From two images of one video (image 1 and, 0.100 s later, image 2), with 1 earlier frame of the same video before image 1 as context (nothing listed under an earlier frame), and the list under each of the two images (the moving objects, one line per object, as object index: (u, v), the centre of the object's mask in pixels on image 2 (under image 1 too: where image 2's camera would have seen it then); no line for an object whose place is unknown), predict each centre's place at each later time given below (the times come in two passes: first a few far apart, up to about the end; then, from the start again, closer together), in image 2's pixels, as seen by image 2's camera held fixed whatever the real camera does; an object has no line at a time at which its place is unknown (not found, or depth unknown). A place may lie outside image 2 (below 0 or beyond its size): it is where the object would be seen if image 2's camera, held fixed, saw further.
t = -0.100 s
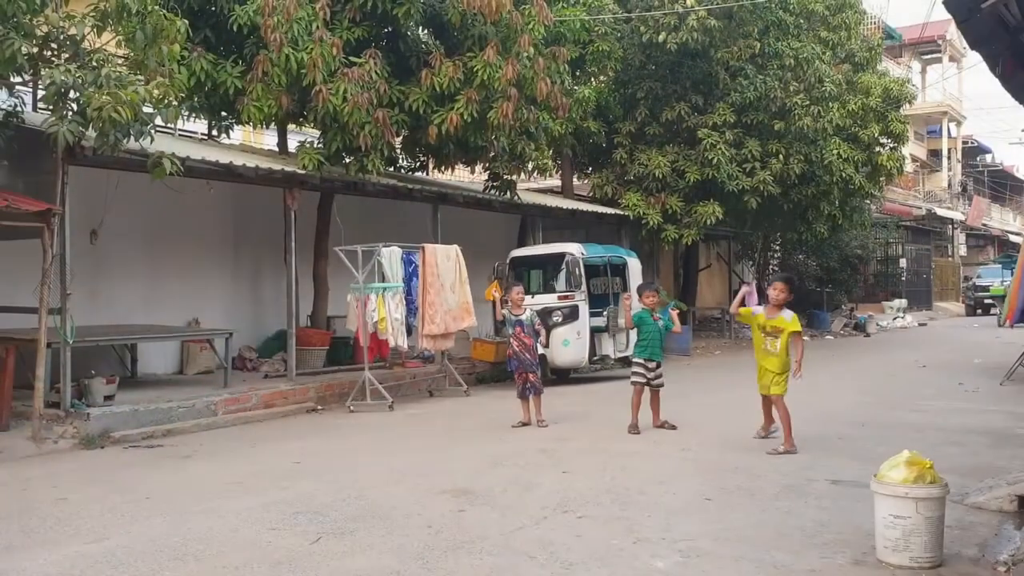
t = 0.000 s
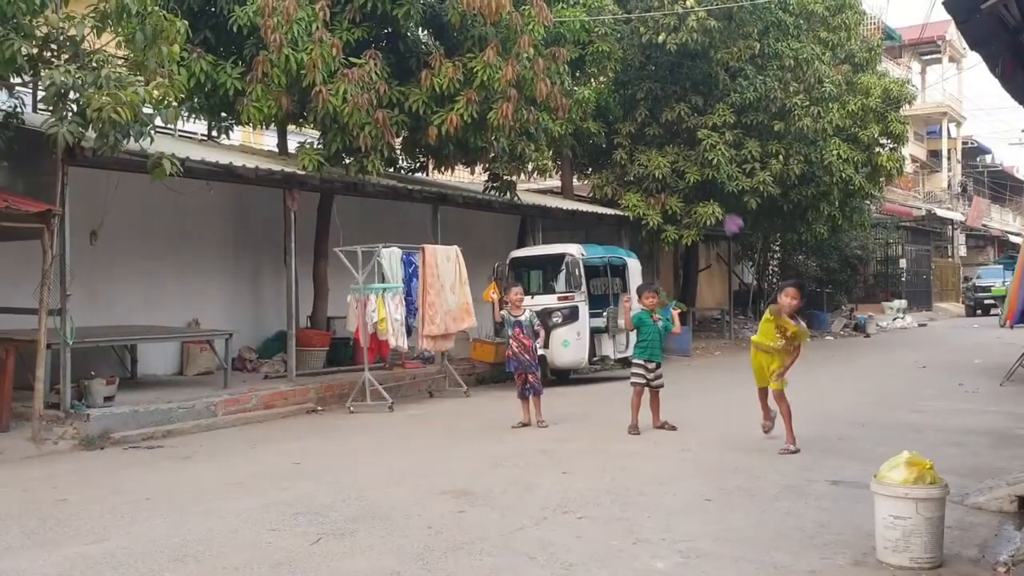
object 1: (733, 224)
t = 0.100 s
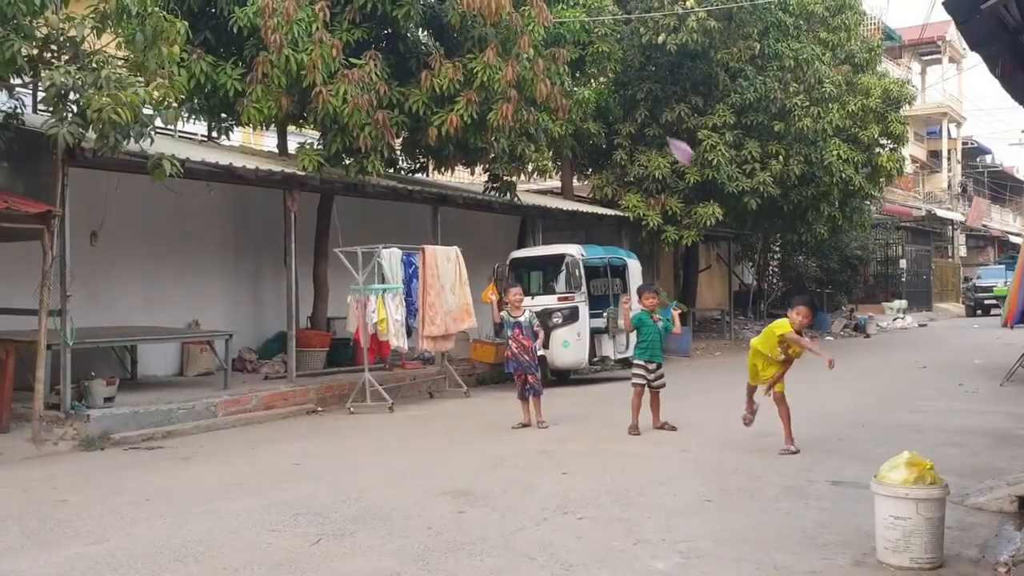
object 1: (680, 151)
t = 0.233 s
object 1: (567, 75)
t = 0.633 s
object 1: (265, 201)
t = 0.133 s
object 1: (655, 127)
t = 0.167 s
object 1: (628, 106)
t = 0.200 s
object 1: (599, 89)
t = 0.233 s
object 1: (567, 75)
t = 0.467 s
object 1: (354, 89)
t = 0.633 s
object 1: (265, 201)
